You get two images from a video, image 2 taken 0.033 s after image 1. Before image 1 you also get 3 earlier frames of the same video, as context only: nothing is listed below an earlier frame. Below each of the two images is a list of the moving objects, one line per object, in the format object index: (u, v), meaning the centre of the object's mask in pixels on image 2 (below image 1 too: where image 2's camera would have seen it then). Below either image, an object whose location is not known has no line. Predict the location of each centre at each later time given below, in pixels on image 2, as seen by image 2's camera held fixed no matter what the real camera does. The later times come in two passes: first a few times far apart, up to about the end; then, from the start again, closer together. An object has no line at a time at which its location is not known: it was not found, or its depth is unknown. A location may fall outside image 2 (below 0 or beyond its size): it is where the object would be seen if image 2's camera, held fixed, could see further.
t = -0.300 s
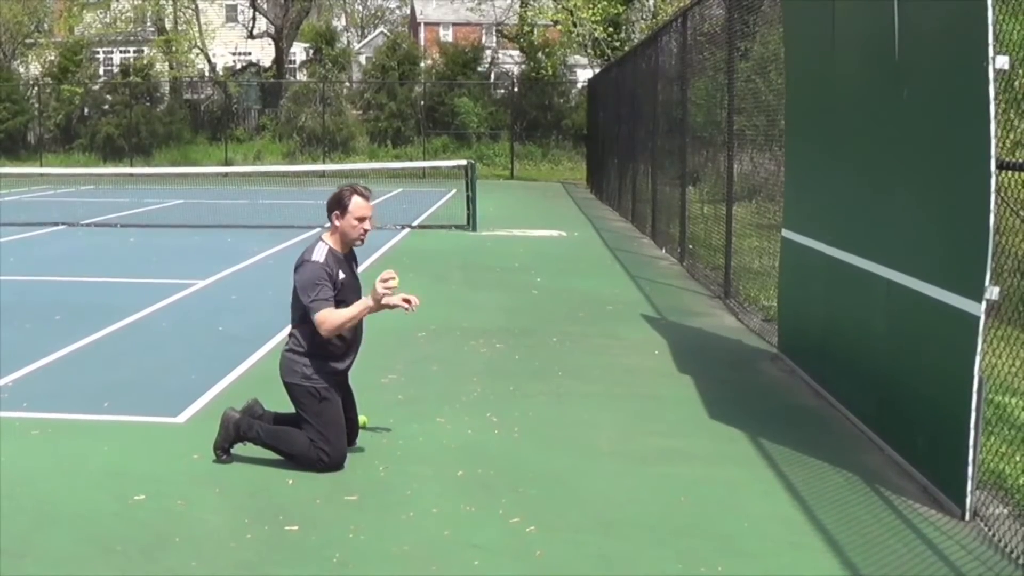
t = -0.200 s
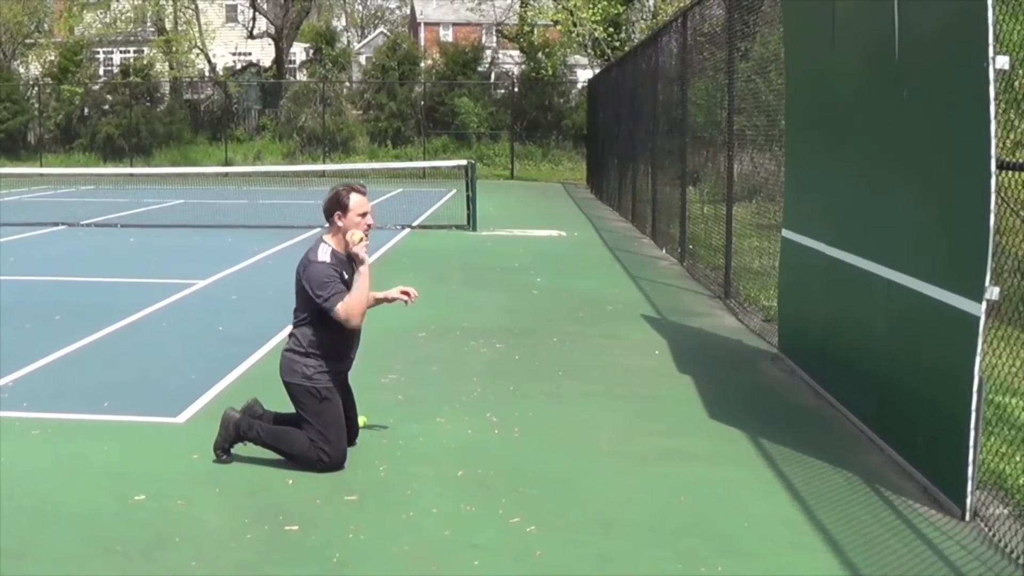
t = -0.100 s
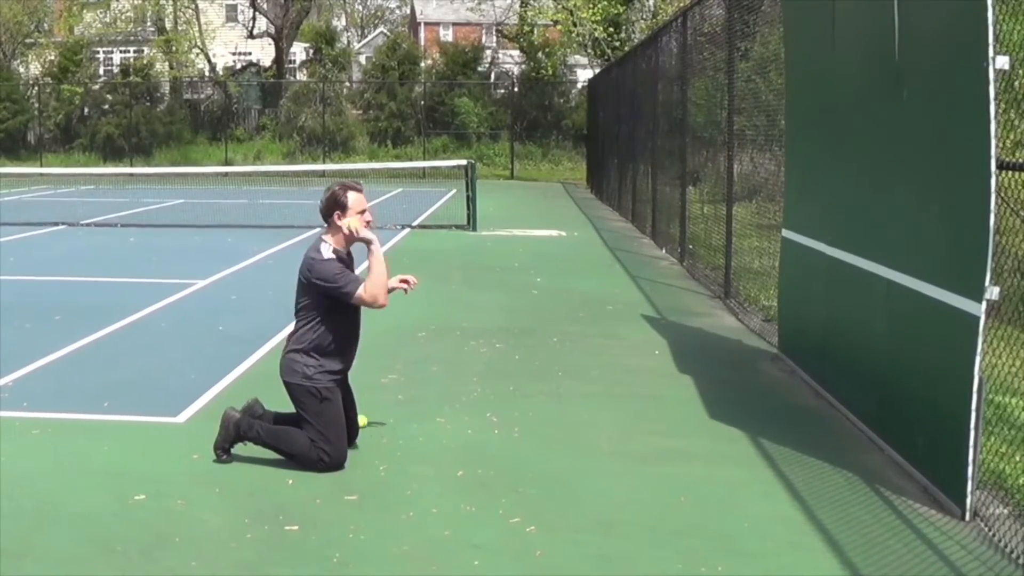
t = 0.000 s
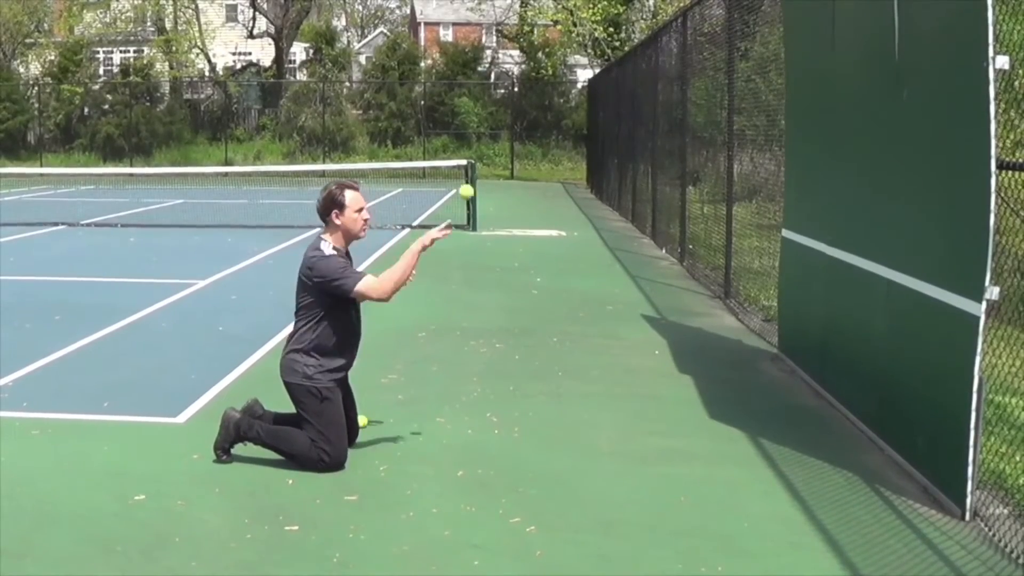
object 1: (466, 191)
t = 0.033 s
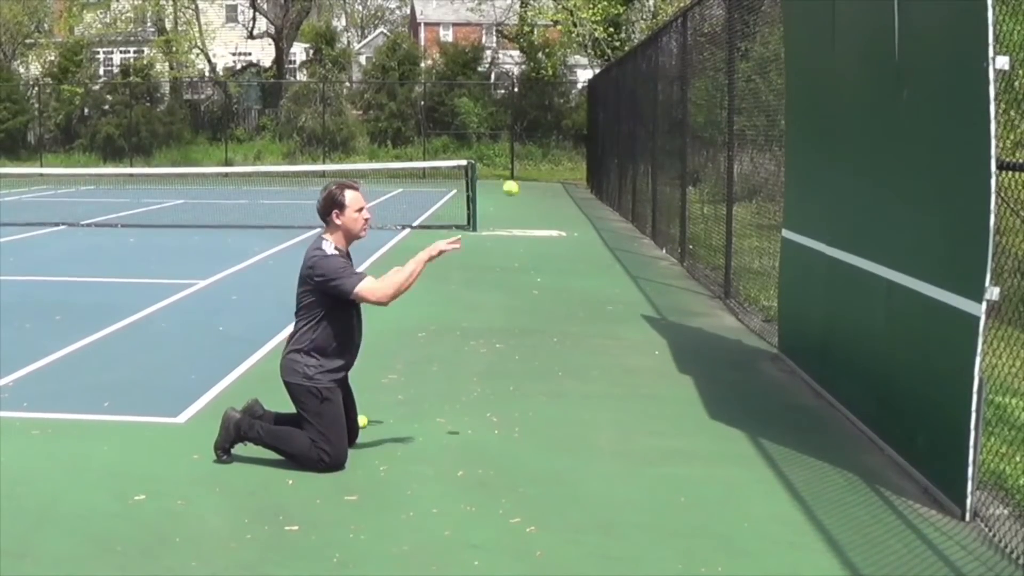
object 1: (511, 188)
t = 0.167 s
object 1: (680, 198)
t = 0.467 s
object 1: (829, 321)
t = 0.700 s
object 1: (623, 427)
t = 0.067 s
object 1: (554, 186)
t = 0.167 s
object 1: (680, 198)
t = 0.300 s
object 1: (834, 247)
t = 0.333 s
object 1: (870, 264)
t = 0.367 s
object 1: (904, 284)
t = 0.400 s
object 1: (892, 296)
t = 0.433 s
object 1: (861, 307)
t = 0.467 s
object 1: (829, 321)
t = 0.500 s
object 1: (798, 337)
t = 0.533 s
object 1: (767, 354)
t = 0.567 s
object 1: (736, 374)
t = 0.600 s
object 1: (705, 396)
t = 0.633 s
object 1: (674, 419)
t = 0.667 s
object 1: (643, 446)
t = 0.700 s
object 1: (623, 427)
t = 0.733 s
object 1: (601, 406)
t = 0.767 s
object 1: (580, 388)
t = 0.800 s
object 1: (558, 371)
